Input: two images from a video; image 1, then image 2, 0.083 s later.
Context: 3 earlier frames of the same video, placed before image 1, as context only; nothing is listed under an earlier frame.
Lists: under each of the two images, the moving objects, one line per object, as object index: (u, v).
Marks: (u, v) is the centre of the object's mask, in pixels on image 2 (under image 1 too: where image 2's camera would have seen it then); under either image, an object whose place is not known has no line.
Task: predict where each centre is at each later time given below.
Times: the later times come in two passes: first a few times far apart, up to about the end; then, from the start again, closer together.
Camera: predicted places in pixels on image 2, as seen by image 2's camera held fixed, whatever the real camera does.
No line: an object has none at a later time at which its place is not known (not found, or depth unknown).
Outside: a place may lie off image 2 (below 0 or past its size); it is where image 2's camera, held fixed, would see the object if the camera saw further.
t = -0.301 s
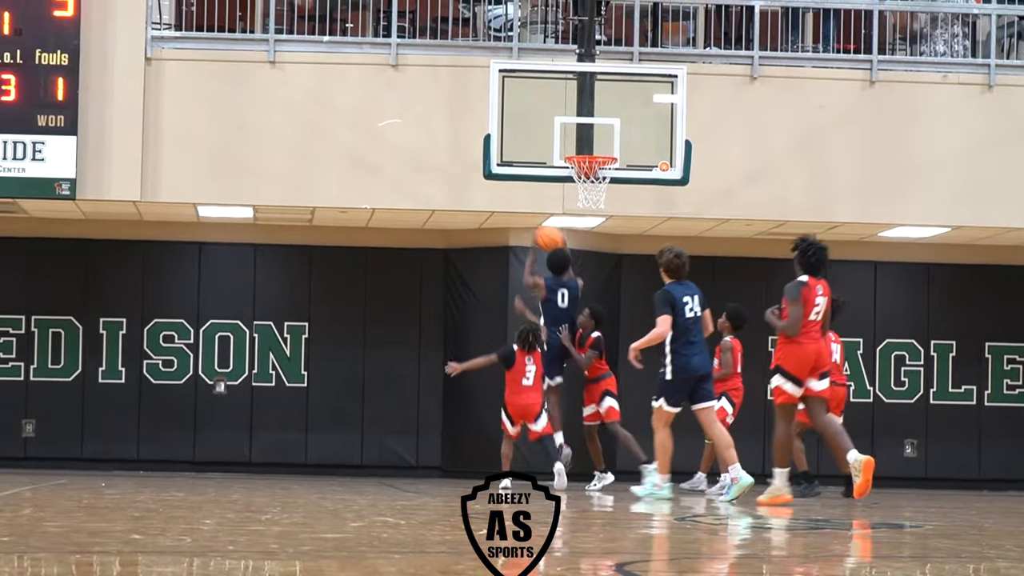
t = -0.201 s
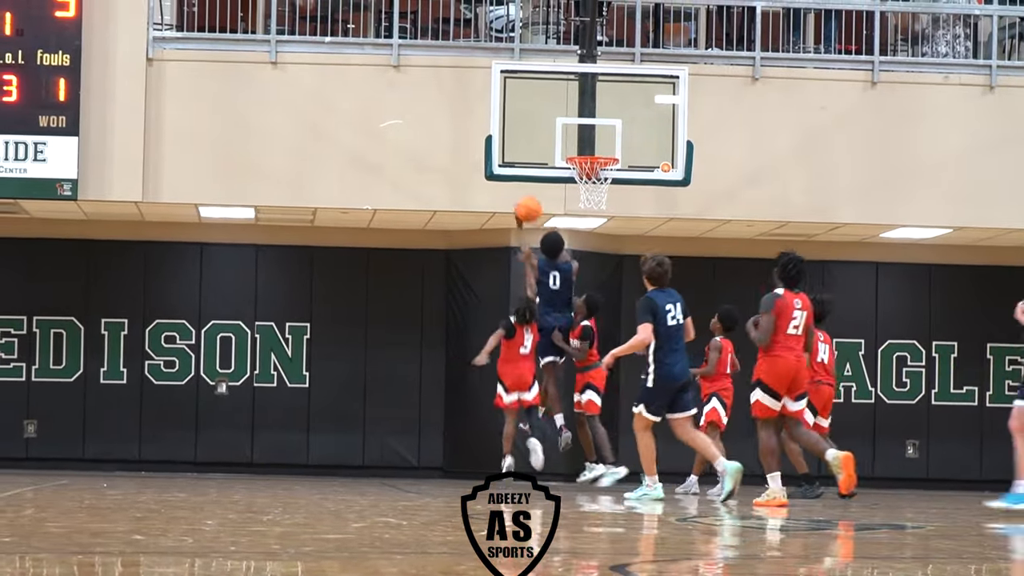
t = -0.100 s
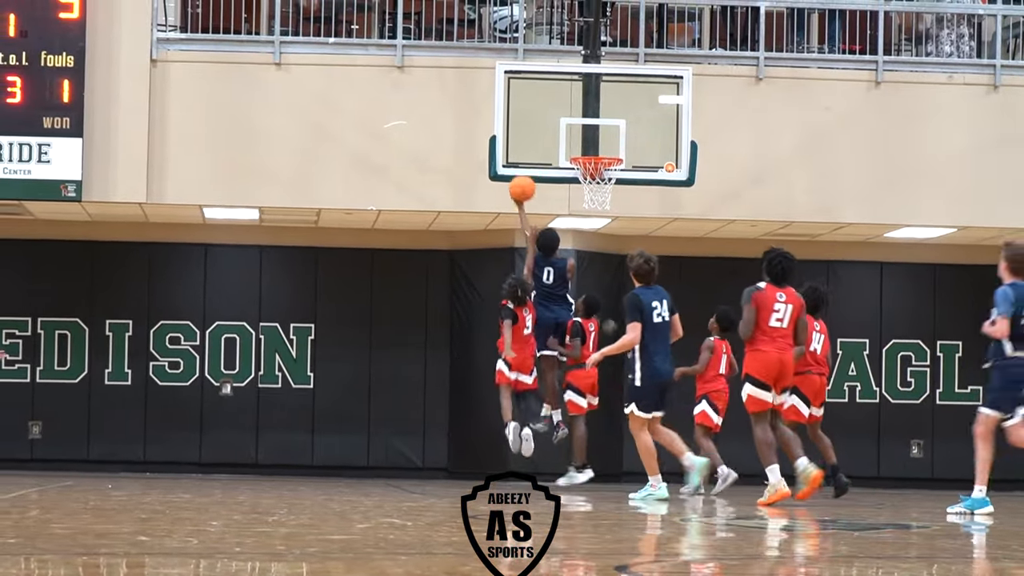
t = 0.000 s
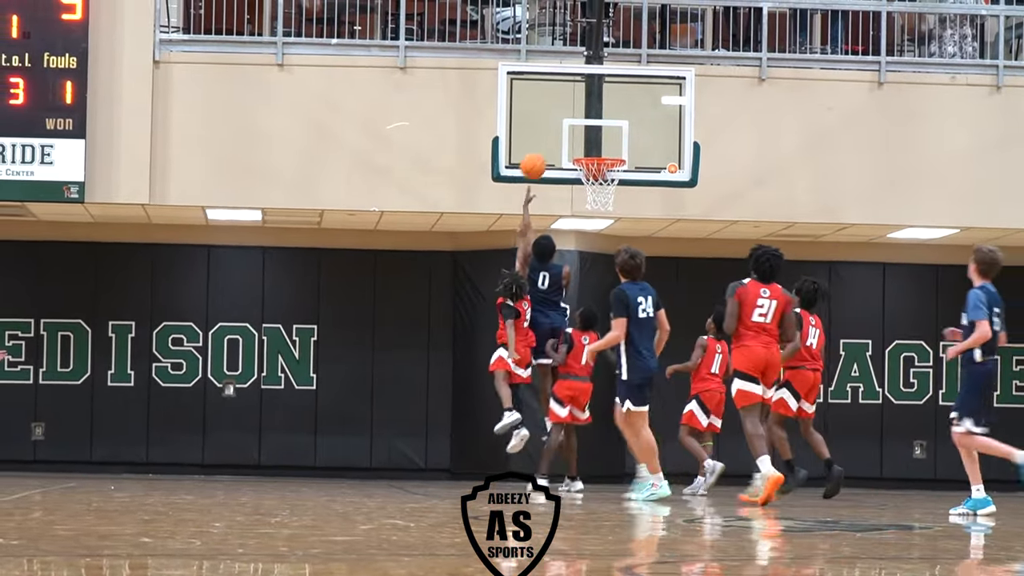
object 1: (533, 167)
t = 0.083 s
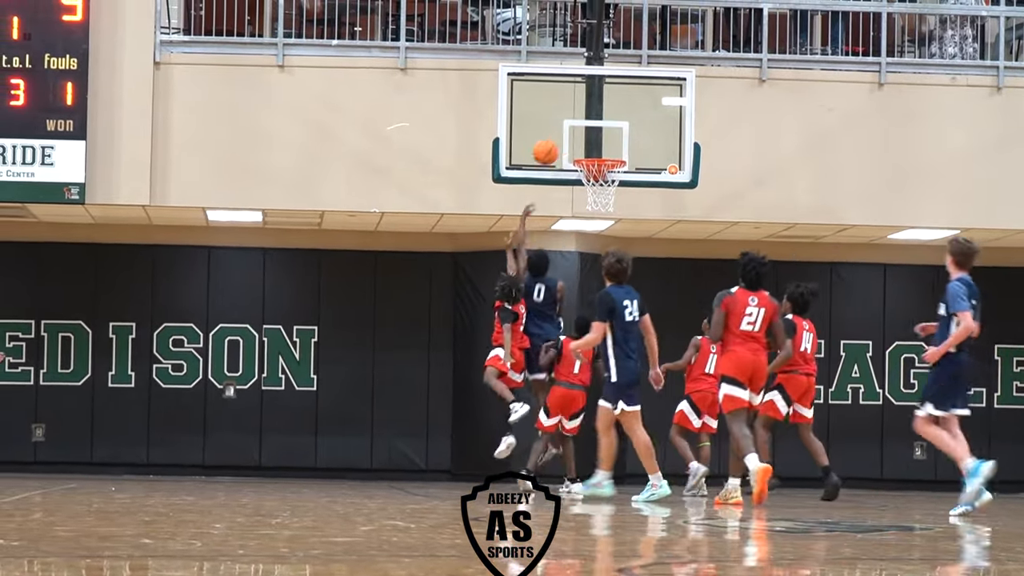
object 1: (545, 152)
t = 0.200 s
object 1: (561, 142)
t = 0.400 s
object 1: (586, 148)
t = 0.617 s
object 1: (607, 186)
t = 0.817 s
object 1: (608, 222)
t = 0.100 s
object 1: (548, 150)
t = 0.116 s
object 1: (550, 148)
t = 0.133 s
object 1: (552, 146)
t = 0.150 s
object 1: (554, 145)
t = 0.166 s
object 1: (557, 144)
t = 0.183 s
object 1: (559, 143)
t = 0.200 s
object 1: (561, 142)
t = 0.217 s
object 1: (563, 141)
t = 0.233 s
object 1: (565, 140)
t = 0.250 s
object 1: (567, 140)
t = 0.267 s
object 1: (569, 140)
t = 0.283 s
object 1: (571, 140)
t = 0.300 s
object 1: (574, 140)
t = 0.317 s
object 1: (576, 141)
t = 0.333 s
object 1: (578, 142)
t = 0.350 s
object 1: (580, 143)
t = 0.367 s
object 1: (582, 146)
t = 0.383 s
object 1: (585, 147)
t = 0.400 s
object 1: (586, 148)
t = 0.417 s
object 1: (588, 150)
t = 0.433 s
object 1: (589, 151)
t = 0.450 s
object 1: (591, 153)
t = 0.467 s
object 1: (594, 154)
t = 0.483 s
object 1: (596, 156)
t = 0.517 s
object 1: (600, 176)
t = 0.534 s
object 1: (602, 177)
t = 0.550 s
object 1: (606, 181)
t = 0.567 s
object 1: (604, 183)
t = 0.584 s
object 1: (605, 184)
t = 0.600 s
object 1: (605, 185)
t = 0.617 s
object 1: (607, 186)
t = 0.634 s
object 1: (606, 188)
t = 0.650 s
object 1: (606, 190)
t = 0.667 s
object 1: (606, 192)
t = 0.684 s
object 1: (607, 194)
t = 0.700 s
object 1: (607, 196)
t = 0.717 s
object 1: (607, 199)
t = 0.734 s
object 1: (607, 202)
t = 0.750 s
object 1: (607, 207)
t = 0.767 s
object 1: (607, 210)
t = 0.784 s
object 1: (608, 213)
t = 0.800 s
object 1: (608, 217)
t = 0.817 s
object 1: (608, 222)
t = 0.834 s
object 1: (608, 226)
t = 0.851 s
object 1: (609, 233)
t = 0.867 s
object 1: (610, 238)
